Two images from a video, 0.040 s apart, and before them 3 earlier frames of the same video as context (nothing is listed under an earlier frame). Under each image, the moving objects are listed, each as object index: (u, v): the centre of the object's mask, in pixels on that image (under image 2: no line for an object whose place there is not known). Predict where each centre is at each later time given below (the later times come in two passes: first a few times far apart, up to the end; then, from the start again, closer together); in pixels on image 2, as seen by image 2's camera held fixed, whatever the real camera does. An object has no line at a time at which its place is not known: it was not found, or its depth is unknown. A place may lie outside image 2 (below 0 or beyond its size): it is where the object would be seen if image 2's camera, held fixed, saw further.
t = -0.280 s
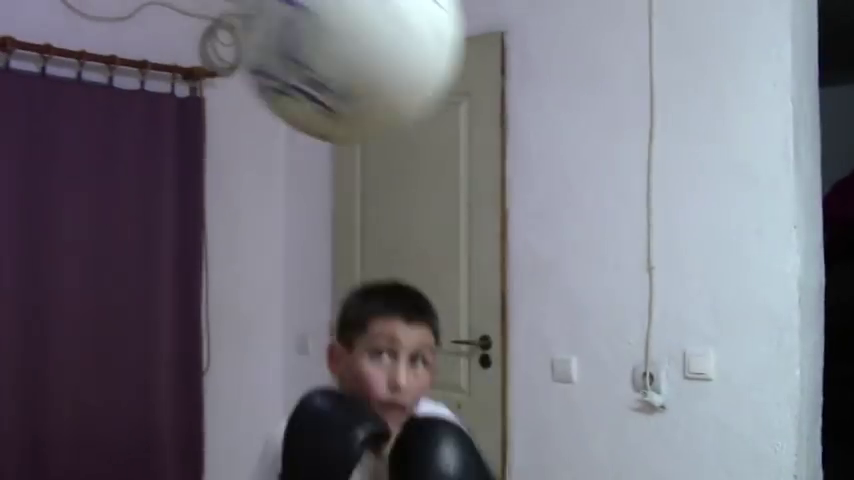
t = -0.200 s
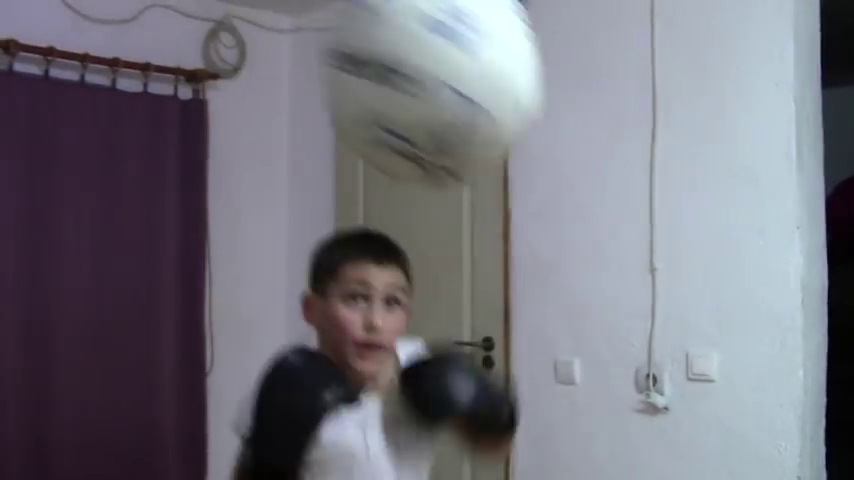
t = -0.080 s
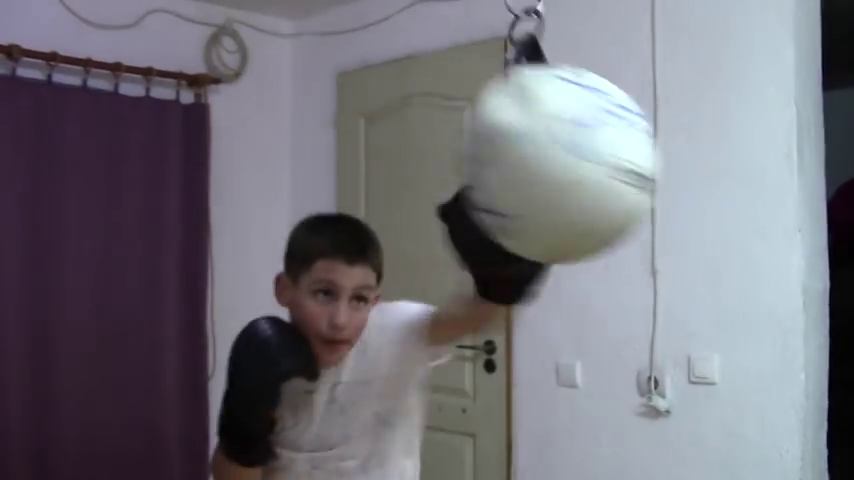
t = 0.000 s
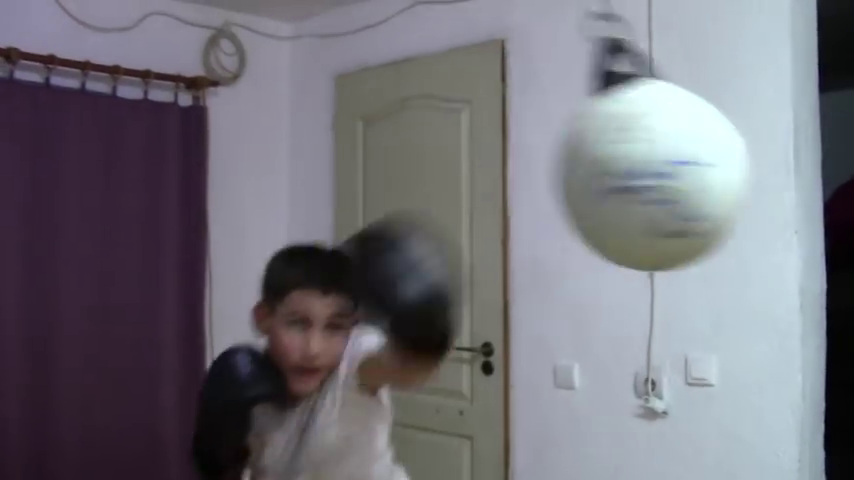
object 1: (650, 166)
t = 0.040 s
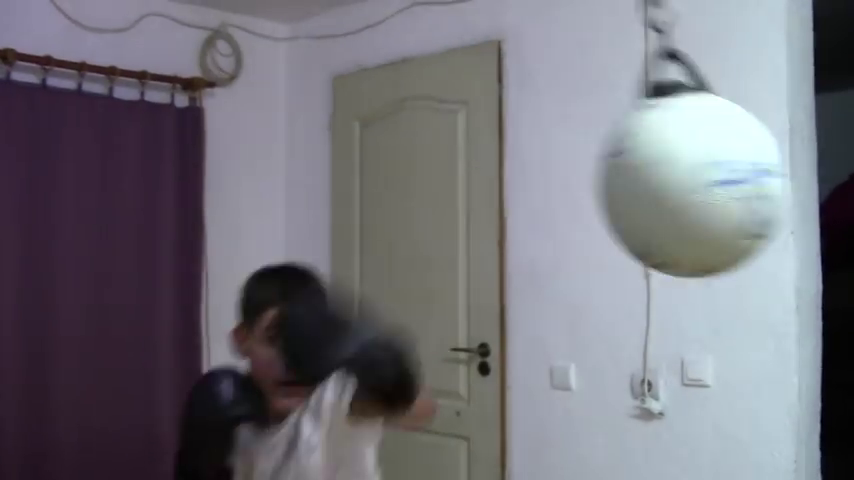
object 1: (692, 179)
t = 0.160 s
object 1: (778, 181)
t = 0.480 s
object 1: (776, 164)
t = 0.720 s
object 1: (645, 180)
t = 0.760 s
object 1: (622, 187)
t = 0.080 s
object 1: (729, 185)
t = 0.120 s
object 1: (759, 185)
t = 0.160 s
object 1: (778, 181)
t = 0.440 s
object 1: (790, 164)
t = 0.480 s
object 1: (776, 164)
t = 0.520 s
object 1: (760, 164)
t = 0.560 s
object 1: (741, 167)
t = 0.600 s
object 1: (719, 169)
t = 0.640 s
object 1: (693, 173)
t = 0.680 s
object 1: (670, 175)
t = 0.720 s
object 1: (645, 180)
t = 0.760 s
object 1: (622, 187)
